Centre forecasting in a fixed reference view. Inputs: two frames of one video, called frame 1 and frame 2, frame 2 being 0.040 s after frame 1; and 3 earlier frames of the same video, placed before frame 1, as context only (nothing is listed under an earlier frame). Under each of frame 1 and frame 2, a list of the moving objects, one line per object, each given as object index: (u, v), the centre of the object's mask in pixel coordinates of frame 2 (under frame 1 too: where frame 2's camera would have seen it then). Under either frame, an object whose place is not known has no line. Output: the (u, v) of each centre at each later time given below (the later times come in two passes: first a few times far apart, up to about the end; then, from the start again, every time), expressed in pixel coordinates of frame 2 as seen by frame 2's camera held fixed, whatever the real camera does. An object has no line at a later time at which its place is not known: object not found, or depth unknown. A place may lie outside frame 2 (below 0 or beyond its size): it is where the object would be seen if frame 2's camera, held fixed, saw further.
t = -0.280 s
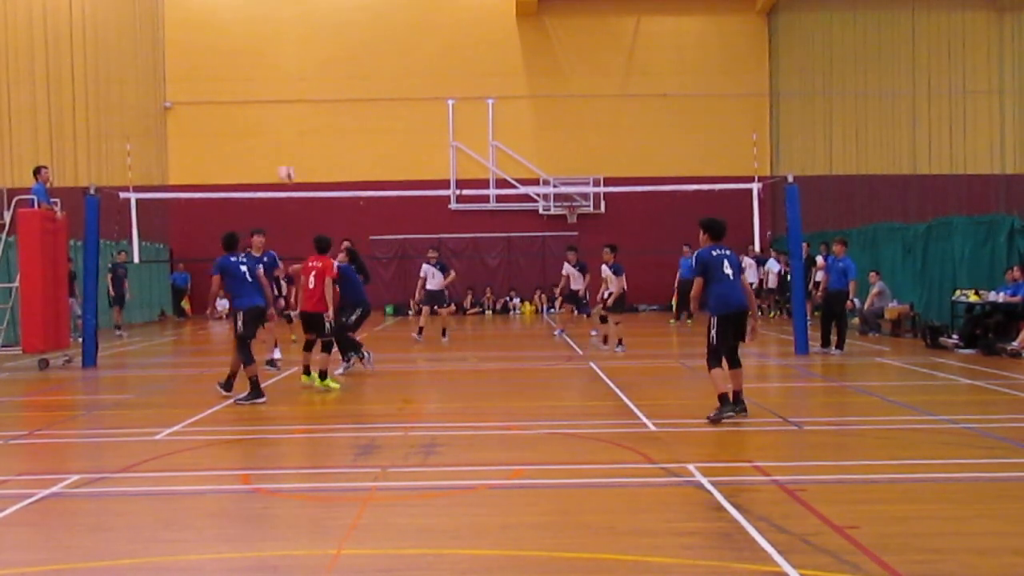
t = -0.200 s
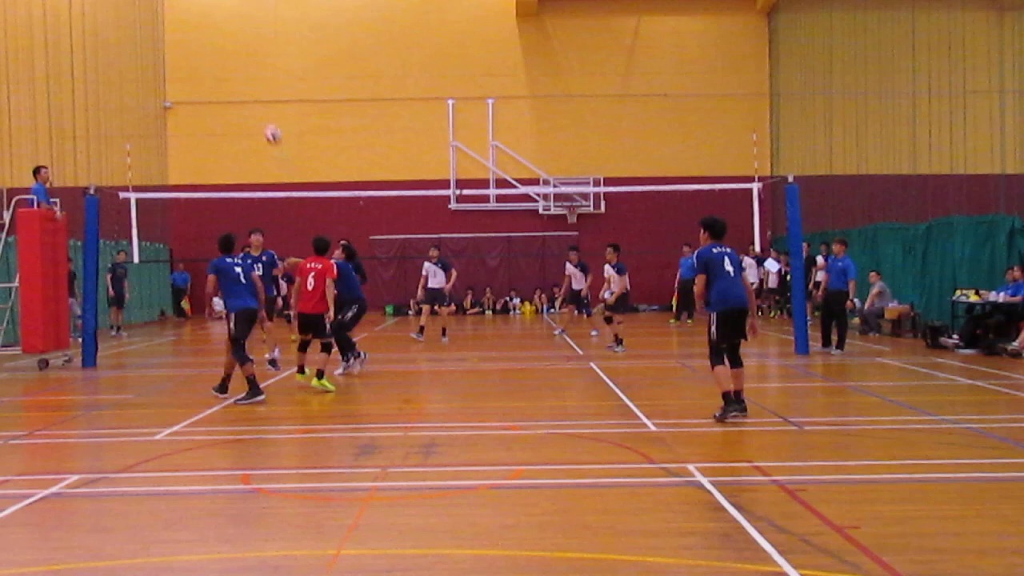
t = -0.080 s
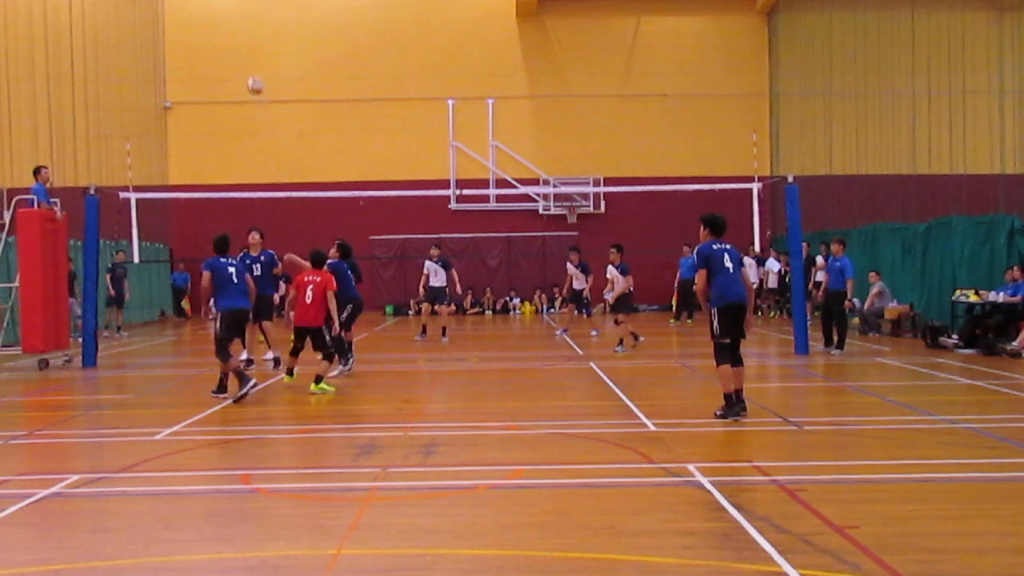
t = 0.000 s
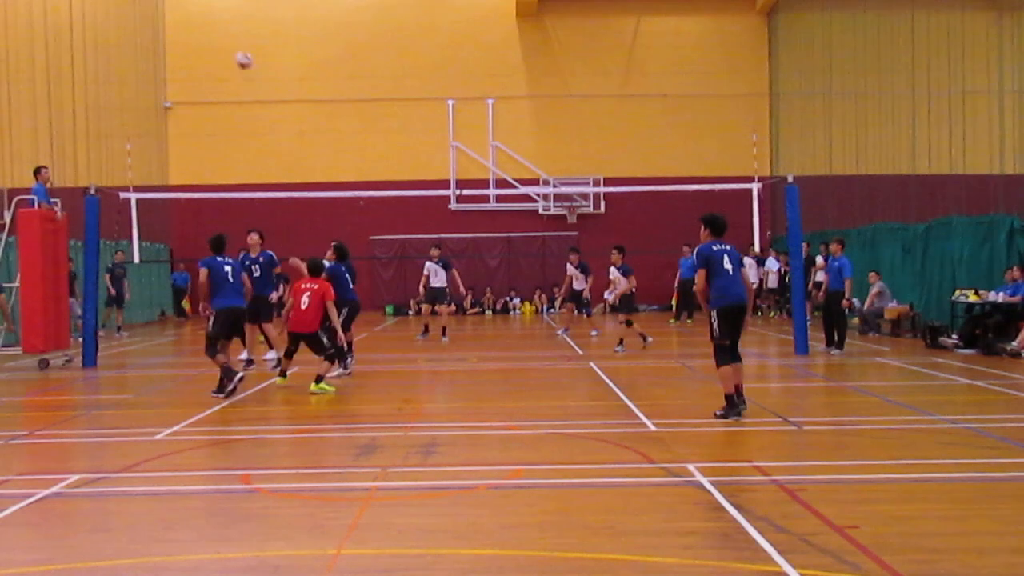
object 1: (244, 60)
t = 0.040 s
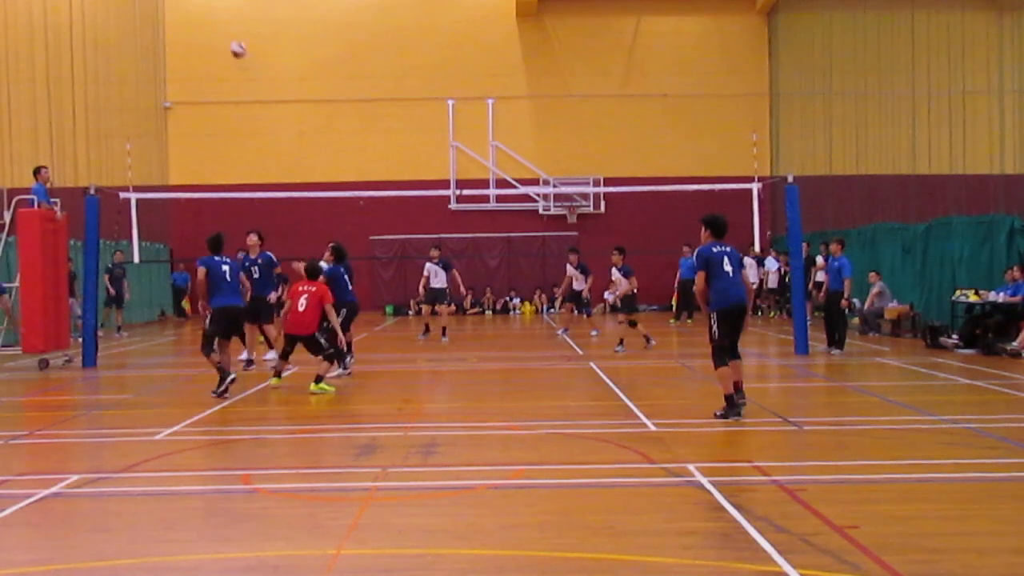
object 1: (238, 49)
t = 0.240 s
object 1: (210, 16)
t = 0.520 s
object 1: (176, 19)
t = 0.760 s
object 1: (149, 65)
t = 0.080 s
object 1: (232, 40)
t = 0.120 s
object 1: (226, 32)
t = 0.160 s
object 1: (221, 26)
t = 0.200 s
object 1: (215, 20)
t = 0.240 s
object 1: (210, 16)
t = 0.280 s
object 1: (206, 12)
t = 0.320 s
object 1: (201, 11)
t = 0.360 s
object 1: (195, 10)
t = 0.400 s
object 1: (190, 10)
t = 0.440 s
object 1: (185, 12)
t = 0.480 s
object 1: (181, 14)
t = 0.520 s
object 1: (176, 19)
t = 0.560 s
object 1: (171, 24)
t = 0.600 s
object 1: (167, 30)
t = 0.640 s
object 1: (162, 38)
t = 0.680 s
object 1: (157, 45)
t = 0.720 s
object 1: (153, 55)
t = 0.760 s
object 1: (149, 65)
